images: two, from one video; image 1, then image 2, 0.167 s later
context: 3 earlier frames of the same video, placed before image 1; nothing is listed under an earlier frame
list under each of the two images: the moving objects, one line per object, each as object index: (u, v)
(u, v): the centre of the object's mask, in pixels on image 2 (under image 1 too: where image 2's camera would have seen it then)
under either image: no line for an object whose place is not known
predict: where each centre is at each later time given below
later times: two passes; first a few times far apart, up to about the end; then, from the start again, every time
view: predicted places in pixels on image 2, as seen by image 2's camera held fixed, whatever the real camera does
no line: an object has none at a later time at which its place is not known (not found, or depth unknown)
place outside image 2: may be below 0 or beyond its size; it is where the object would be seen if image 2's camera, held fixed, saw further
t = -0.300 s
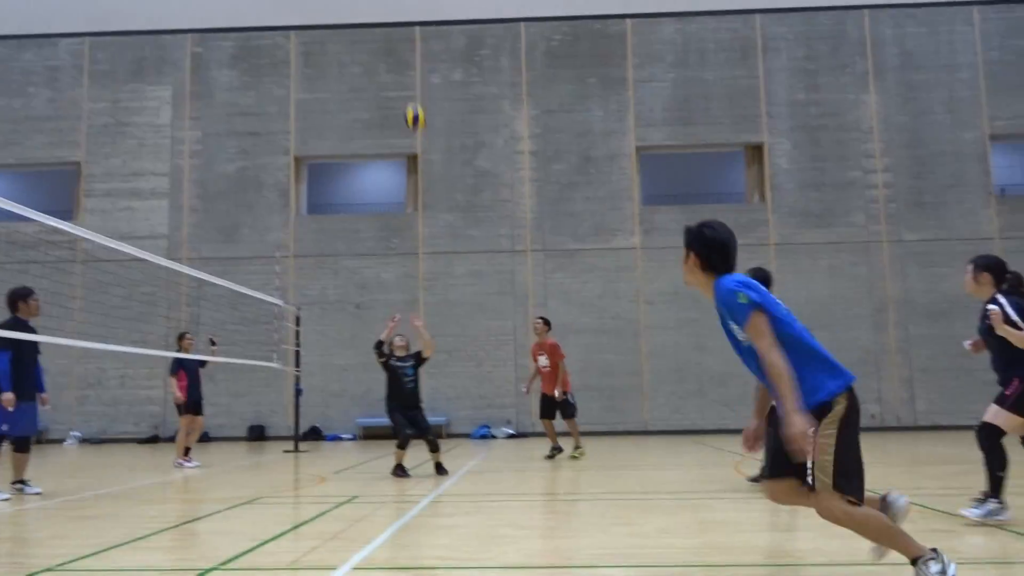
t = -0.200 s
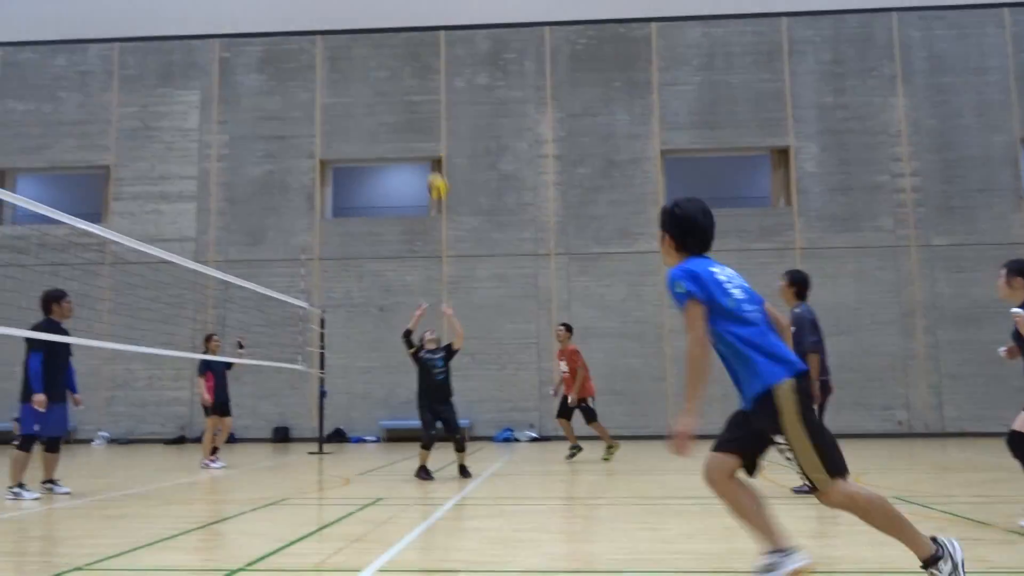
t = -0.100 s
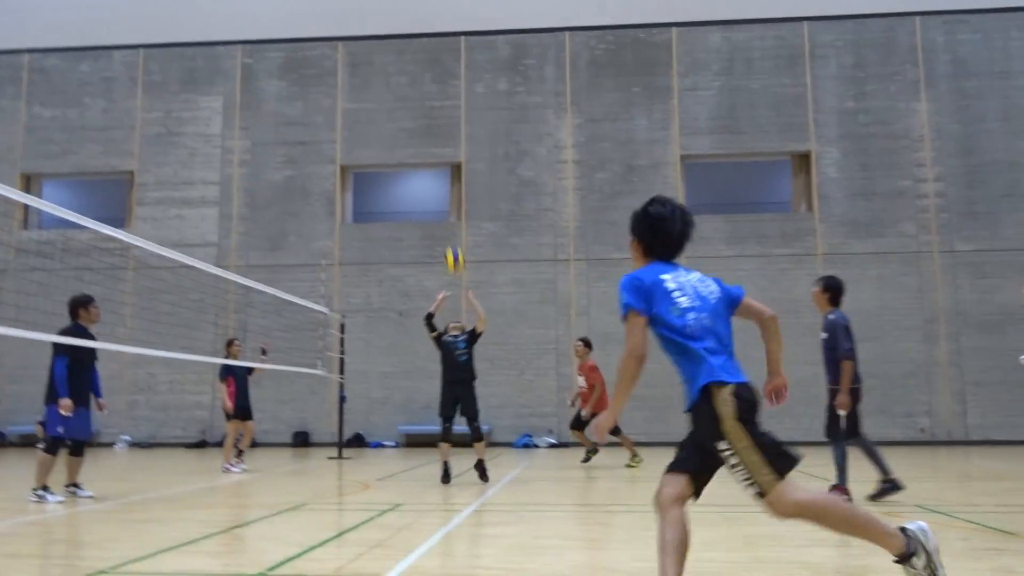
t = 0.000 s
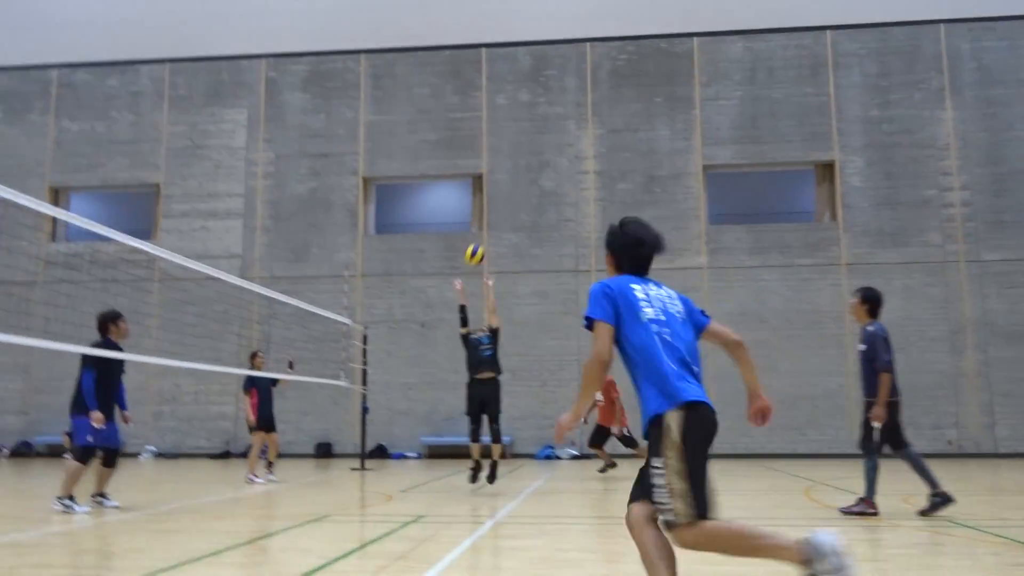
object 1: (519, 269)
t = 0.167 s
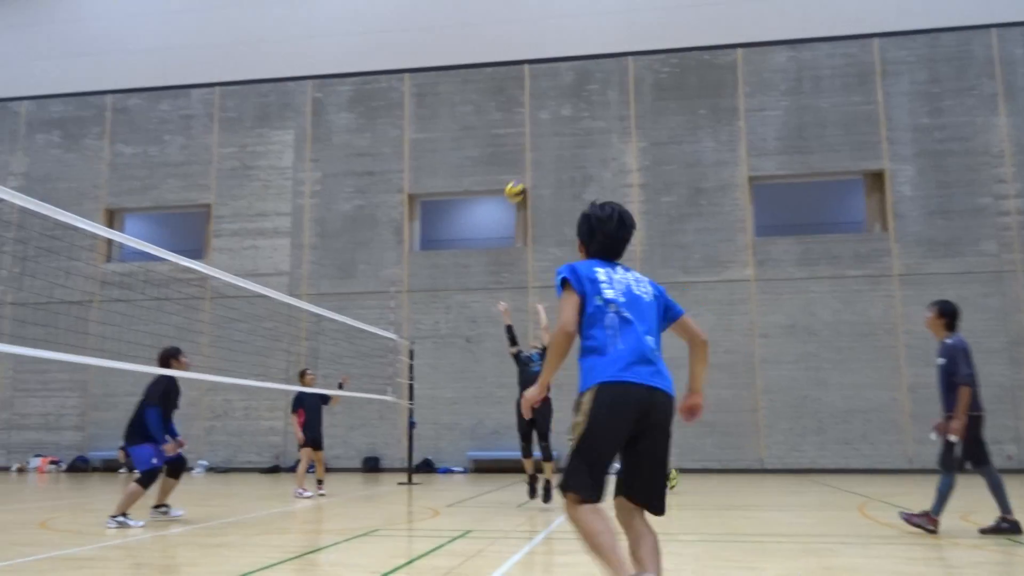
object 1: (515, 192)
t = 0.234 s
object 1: (513, 167)
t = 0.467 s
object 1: (510, 125)
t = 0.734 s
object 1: (508, 130)
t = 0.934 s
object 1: (506, 166)
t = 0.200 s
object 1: (514, 179)
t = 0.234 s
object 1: (513, 167)
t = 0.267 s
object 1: (513, 157)
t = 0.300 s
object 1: (512, 150)
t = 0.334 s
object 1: (512, 142)
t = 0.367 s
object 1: (511, 136)
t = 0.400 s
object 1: (511, 130)
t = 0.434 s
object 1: (510, 128)
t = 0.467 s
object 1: (510, 125)
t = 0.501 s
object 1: (509, 123)
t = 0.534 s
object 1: (509, 121)
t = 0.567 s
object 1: (508, 121)
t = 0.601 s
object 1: (508, 121)
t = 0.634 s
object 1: (508, 122)
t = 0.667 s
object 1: (508, 124)
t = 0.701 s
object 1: (508, 126)
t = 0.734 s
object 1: (508, 130)
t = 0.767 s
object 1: (508, 134)
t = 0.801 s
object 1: (507, 139)
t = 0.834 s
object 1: (507, 145)
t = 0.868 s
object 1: (507, 152)
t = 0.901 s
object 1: (506, 159)
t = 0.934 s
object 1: (506, 166)
